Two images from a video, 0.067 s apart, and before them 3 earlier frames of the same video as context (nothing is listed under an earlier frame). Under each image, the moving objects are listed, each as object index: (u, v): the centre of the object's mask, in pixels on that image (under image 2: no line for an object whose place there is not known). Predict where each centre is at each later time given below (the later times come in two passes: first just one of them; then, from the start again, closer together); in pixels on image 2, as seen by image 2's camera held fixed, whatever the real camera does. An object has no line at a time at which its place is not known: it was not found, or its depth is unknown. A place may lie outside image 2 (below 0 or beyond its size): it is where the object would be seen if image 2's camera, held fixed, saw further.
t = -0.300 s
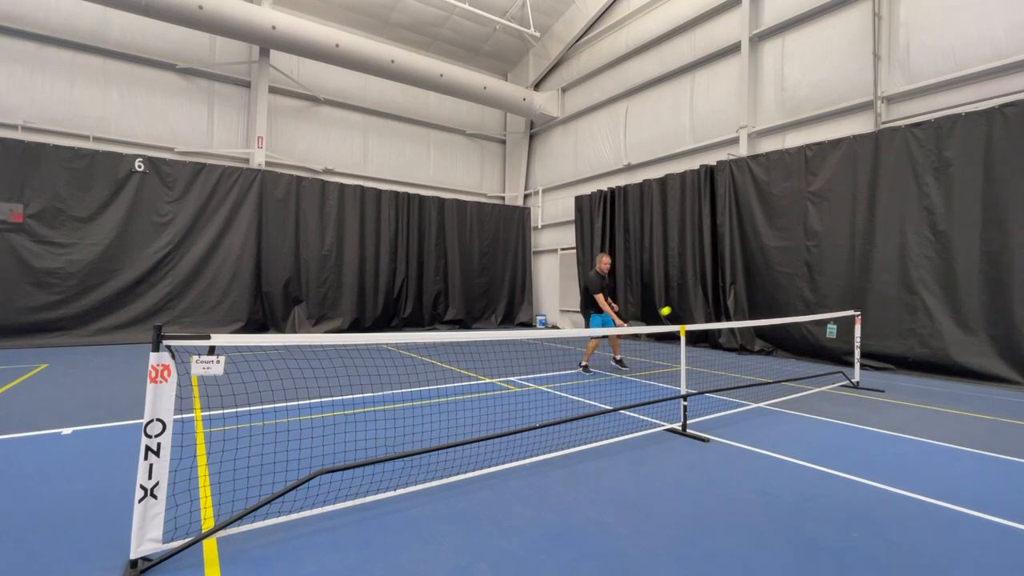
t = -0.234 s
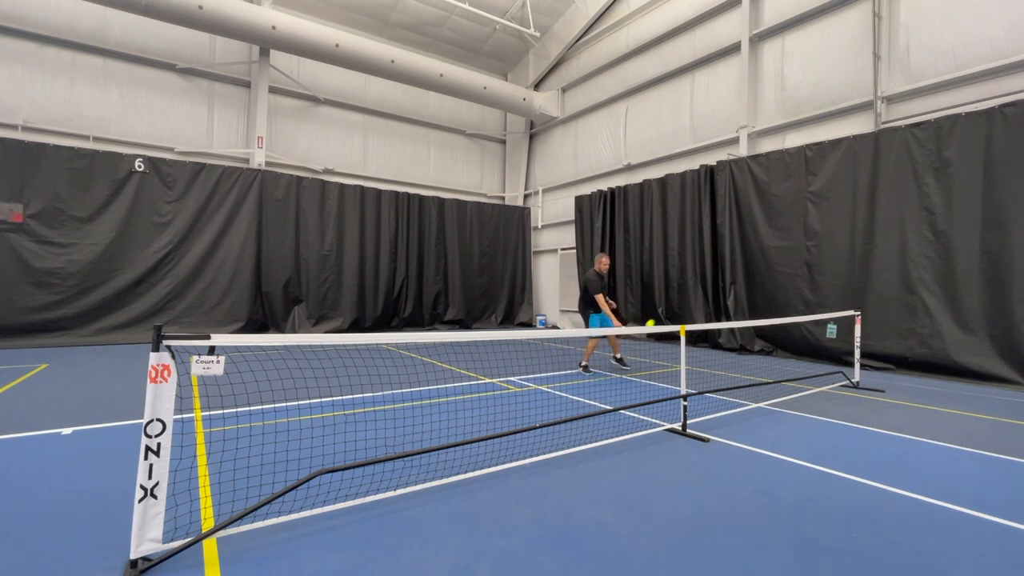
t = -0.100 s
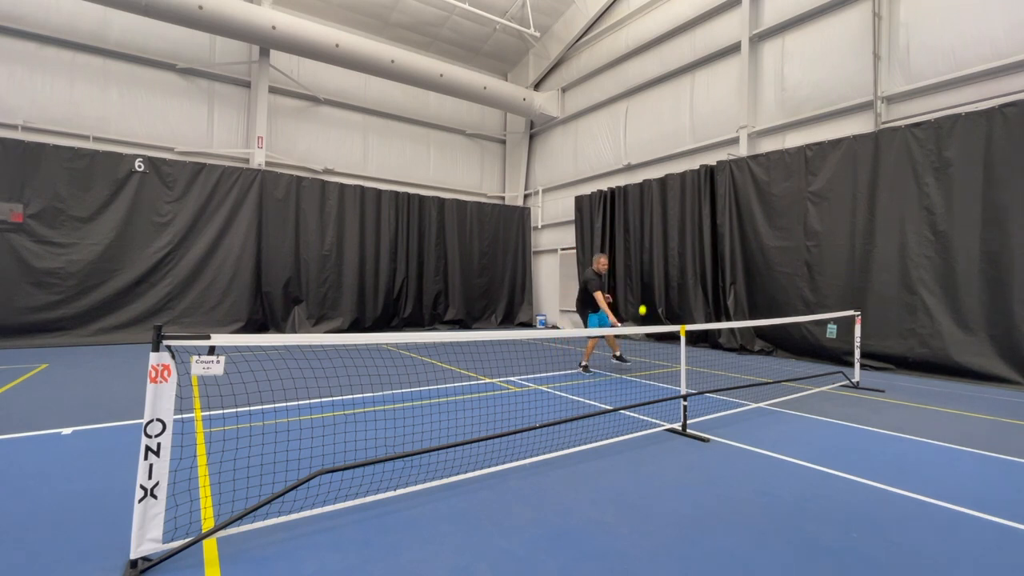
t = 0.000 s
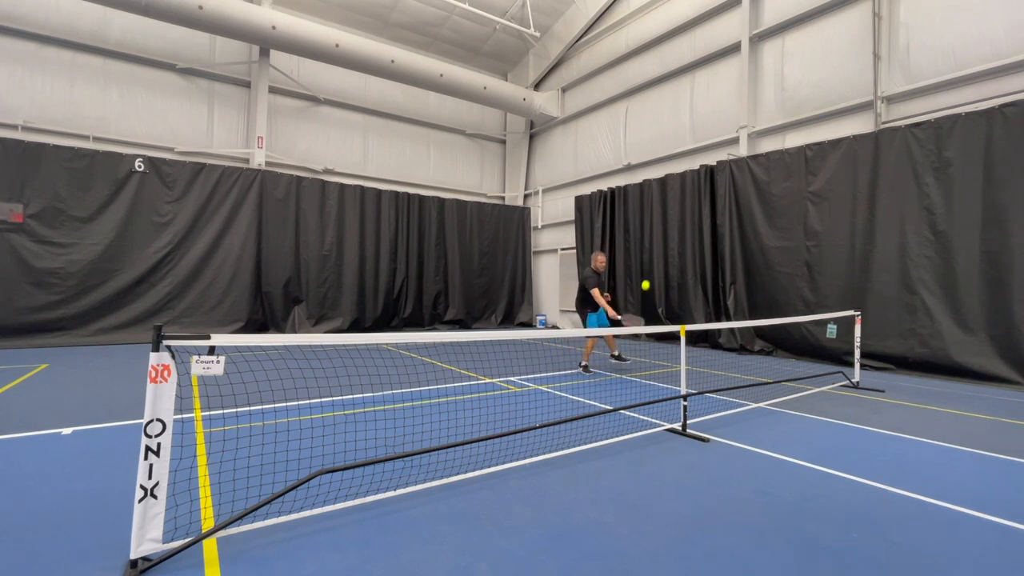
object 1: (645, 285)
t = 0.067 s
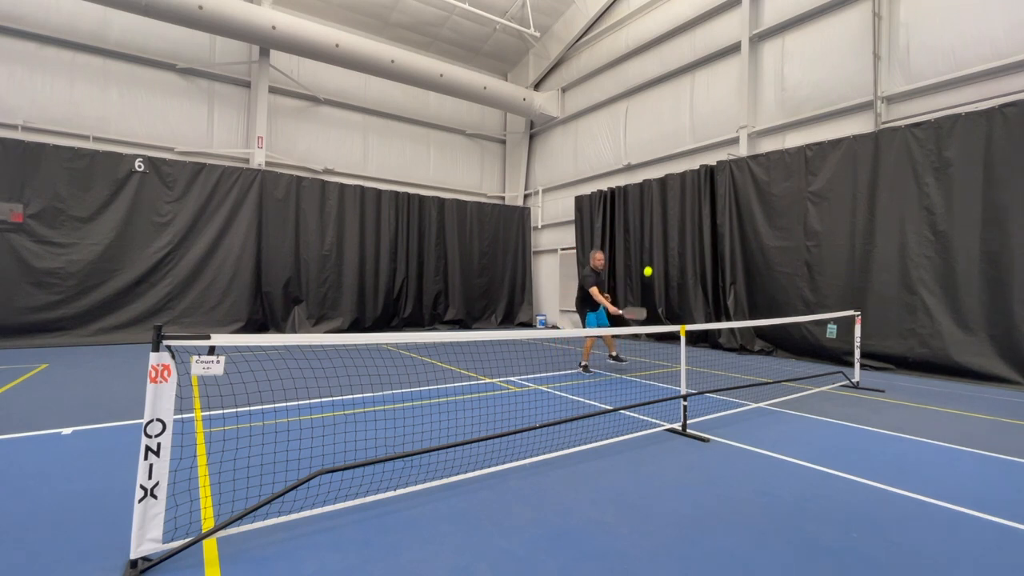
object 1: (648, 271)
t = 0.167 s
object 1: (652, 256)
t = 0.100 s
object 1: (649, 265)
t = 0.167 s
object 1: (652, 256)
